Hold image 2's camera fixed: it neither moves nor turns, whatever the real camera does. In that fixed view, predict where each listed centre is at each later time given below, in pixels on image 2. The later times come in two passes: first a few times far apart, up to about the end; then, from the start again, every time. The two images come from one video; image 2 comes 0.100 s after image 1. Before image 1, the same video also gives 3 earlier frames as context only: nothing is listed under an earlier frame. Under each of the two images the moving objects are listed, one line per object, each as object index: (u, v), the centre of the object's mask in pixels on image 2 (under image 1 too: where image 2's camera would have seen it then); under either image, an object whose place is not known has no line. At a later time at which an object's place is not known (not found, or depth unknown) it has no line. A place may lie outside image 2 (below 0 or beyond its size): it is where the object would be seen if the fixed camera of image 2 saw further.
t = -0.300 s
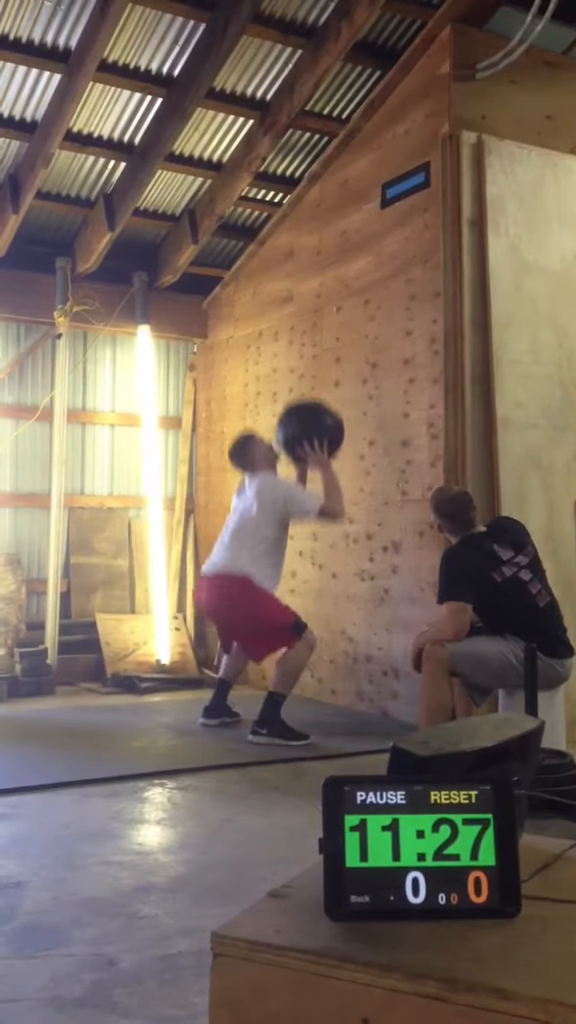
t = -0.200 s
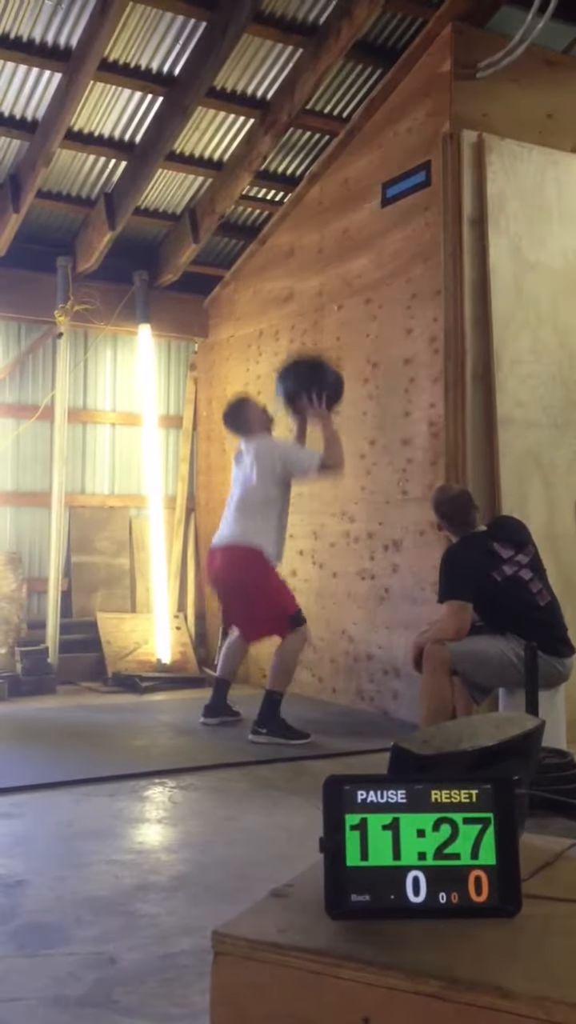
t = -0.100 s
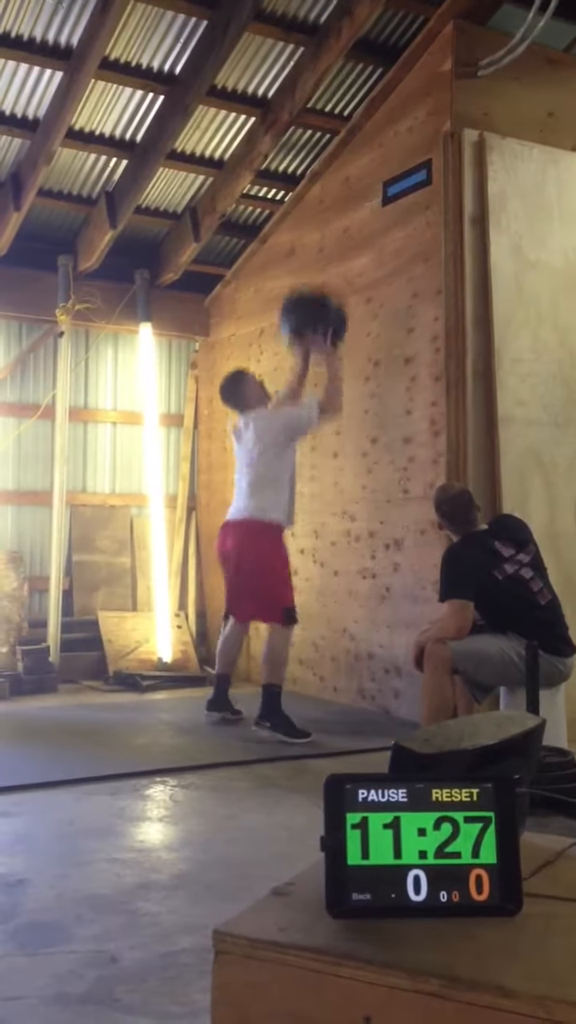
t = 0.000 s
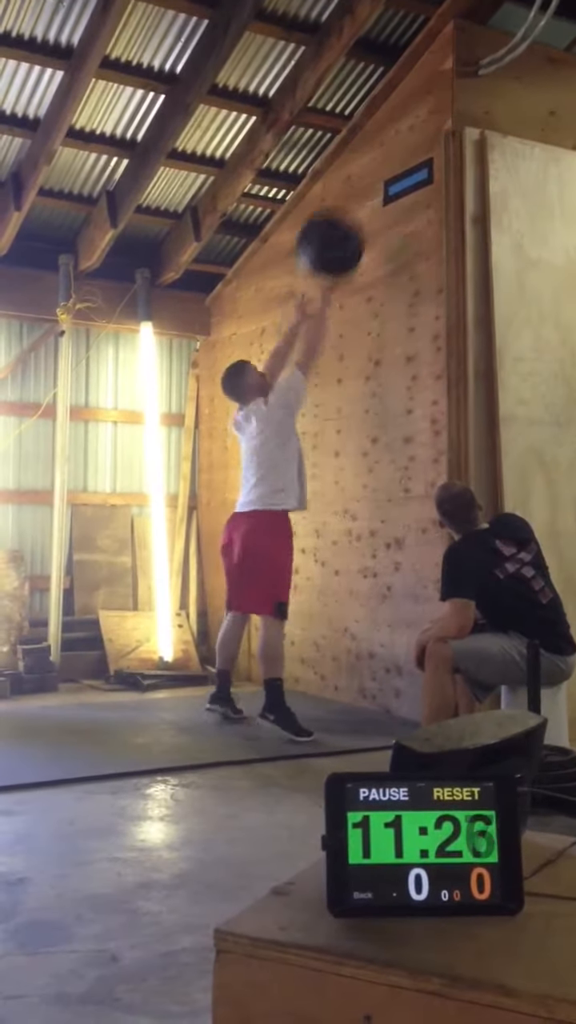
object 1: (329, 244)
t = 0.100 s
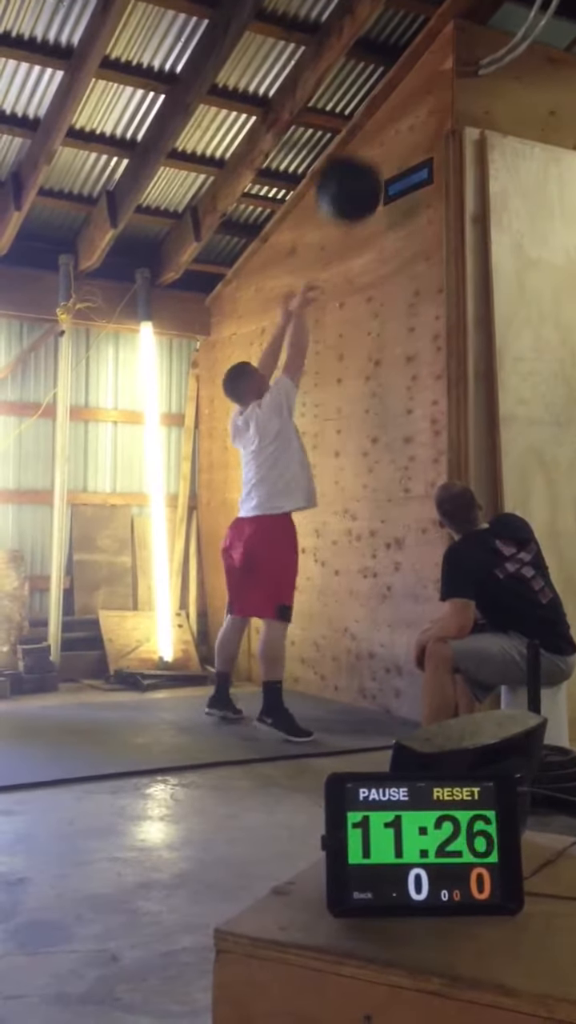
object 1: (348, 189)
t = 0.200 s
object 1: (367, 151)
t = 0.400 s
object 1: (385, 130)
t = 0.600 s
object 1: (354, 181)
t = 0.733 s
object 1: (340, 256)
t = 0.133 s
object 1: (353, 175)
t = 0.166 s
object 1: (360, 163)
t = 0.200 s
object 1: (367, 151)
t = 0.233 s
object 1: (372, 142)
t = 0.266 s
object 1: (376, 136)
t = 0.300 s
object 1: (387, 132)
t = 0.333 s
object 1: (389, 130)
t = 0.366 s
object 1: (387, 129)
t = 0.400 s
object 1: (385, 130)
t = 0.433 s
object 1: (376, 134)
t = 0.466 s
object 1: (372, 140)
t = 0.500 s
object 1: (368, 147)
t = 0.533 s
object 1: (364, 156)
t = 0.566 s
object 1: (359, 167)
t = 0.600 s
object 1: (354, 181)
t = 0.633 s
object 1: (351, 198)
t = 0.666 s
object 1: (347, 214)
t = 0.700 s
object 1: (343, 234)
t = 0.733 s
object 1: (340, 256)
